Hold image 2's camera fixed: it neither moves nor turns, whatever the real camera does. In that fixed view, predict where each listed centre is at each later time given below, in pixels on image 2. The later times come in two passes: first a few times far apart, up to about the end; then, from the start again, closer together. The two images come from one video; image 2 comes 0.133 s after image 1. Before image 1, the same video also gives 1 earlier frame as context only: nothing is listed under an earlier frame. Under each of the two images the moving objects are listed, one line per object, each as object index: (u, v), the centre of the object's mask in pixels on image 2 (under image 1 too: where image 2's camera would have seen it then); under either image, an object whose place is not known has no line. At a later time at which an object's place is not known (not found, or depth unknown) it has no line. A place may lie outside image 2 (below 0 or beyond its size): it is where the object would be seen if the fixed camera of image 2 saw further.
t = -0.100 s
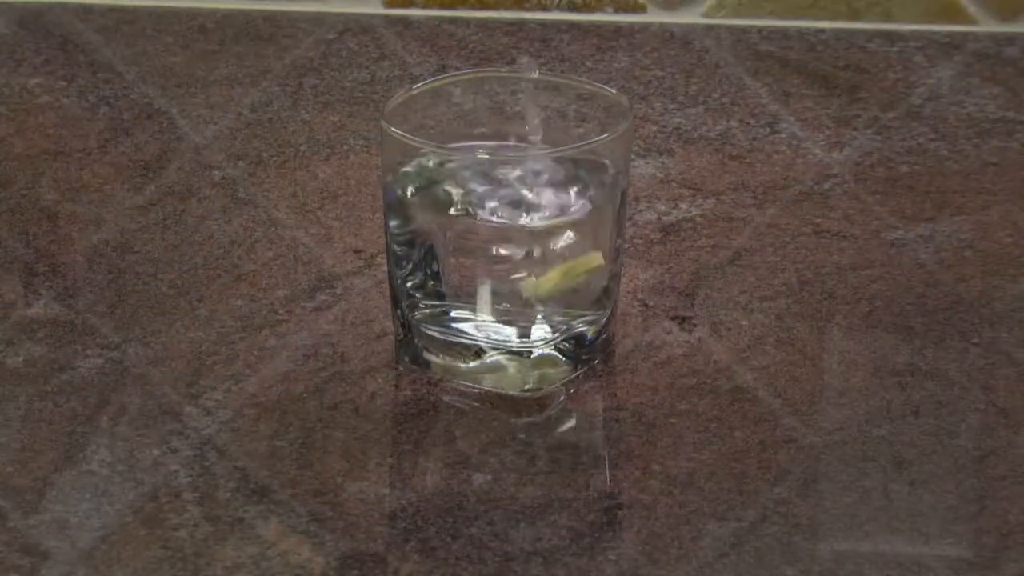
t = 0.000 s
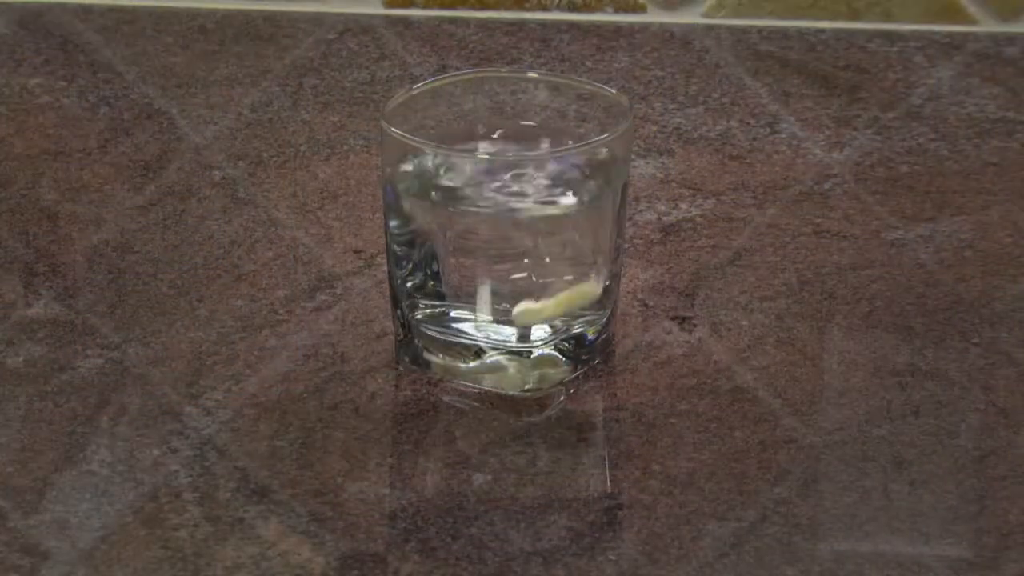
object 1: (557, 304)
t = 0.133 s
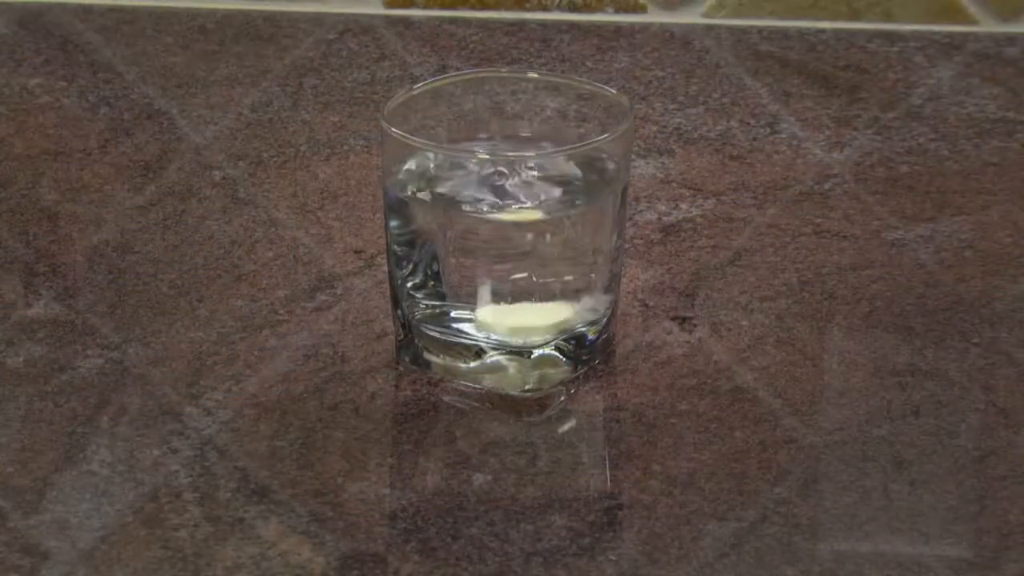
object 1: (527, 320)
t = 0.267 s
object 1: (499, 312)
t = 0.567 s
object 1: (473, 306)
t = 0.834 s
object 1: (477, 306)
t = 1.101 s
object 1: (477, 307)
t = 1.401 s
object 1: (478, 308)
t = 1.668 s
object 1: (479, 308)
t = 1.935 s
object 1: (477, 308)
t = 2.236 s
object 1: (476, 309)
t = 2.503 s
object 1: (472, 310)
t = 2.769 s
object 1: (472, 311)
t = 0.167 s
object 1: (518, 317)
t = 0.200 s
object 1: (510, 315)
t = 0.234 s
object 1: (505, 314)
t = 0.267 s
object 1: (499, 312)
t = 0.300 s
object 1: (479, 311)
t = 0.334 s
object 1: (474, 310)
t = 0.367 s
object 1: (471, 308)
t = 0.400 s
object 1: (470, 307)
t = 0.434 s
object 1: (469, 306)
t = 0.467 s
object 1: (469, 306)
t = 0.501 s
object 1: (470, 305)
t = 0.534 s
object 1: (471, 306)
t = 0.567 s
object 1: (473, 306)
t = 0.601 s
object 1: (474, 306)
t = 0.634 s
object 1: (473, 305)
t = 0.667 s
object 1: (474, 306)
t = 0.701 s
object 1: (474, 305)
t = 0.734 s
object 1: (476, 305)
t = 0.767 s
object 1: (475, 306)
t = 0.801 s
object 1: (476, 306)
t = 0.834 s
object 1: (477, 306)
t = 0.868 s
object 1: (477, 306)
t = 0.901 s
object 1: (477, 307)
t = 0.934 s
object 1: (477, 306)
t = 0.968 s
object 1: (477, 307)
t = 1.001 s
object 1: (477, 307)
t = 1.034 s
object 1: (477, 307)
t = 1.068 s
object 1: (477, 307)
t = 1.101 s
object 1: (477, 307)
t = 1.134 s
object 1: (477, 308)
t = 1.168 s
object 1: (478, 308)
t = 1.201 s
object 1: (478, 308)
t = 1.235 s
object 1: (477, 307)
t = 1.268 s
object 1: (478, 307)
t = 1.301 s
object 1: (477, 307)
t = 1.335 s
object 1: (477, 306)
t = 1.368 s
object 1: (477, 306)
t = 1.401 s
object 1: (478, 308)
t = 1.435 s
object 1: (478, 308)
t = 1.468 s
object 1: (478, 307)
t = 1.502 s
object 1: (478, 308)
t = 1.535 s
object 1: (478, 307)
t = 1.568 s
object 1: (478, 308)
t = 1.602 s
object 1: (478, 308)
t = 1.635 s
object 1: (478, 308)
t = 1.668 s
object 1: (479, 308)
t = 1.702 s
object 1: (478, 307)
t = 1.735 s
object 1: (478, 307)
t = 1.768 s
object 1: (478, 307)
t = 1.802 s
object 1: (477, 308)
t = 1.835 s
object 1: (477, 308)
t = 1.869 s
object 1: (478, 310)
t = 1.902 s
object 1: (477, 308)
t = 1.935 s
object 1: (477, 308)
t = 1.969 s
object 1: (476, 307)
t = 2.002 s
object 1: (477, 308)
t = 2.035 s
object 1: (476, 308)
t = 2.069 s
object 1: (476, 307)
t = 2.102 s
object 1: (476, 308)
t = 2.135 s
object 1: (476, 307)
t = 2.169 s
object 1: (475, 308)
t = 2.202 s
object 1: (475, 308)
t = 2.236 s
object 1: (476, 309)
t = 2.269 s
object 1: (474, 310)
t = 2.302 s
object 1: (474, 309)
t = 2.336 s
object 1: (474, 308)
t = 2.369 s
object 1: (472, 310)
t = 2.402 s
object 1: (474, 309)
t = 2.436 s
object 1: (473, 309)
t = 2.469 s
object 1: (472, 309)
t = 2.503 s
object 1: (472, 310)
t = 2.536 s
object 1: (472, 310)
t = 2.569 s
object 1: (472, 311)
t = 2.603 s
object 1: (472, 311)
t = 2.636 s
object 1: (472, 310)
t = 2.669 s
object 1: (472, 310)
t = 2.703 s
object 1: (472, 310)
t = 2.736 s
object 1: (472, 310)
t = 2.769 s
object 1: (472, 311)
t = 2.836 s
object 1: (471, 312)
